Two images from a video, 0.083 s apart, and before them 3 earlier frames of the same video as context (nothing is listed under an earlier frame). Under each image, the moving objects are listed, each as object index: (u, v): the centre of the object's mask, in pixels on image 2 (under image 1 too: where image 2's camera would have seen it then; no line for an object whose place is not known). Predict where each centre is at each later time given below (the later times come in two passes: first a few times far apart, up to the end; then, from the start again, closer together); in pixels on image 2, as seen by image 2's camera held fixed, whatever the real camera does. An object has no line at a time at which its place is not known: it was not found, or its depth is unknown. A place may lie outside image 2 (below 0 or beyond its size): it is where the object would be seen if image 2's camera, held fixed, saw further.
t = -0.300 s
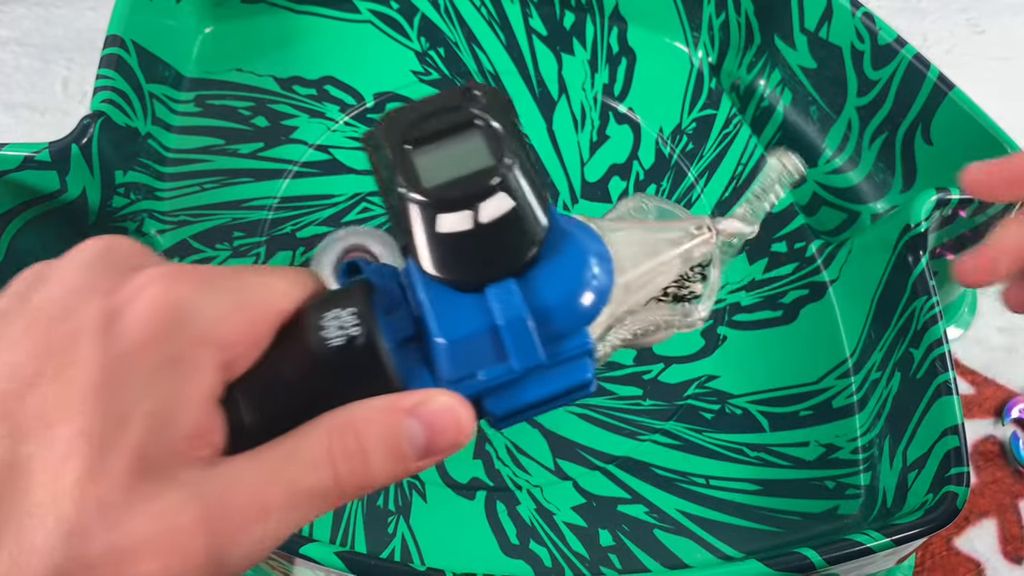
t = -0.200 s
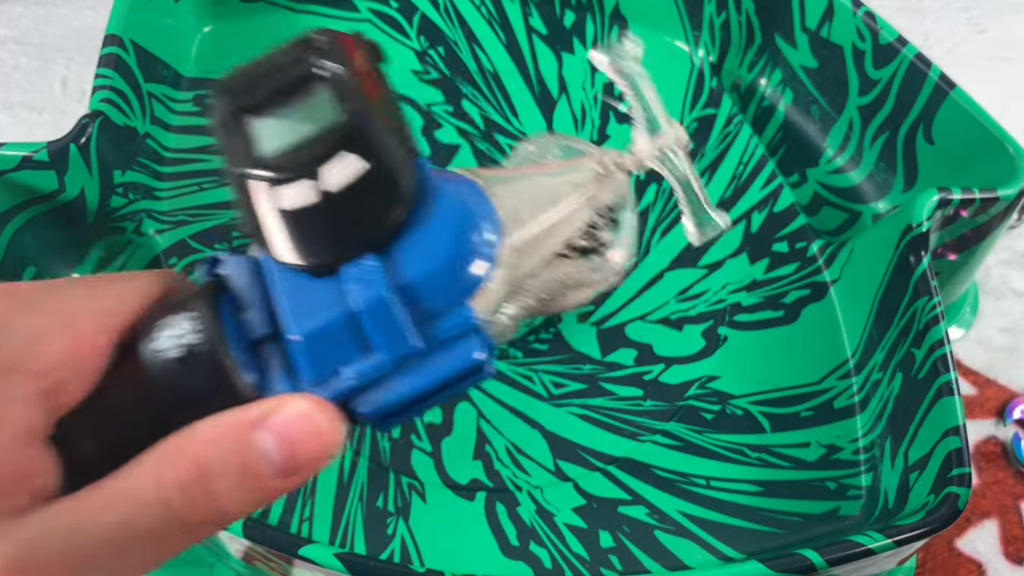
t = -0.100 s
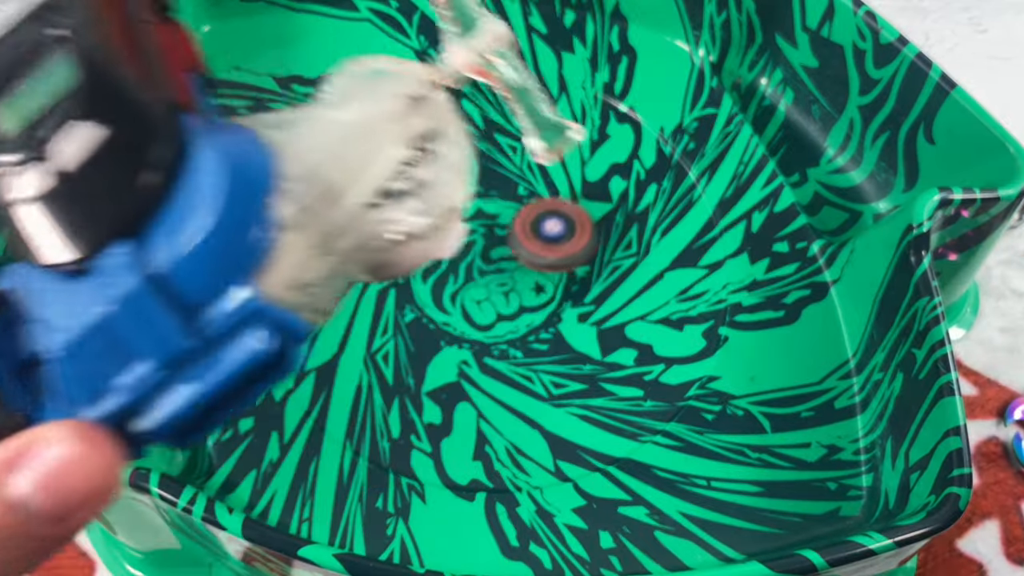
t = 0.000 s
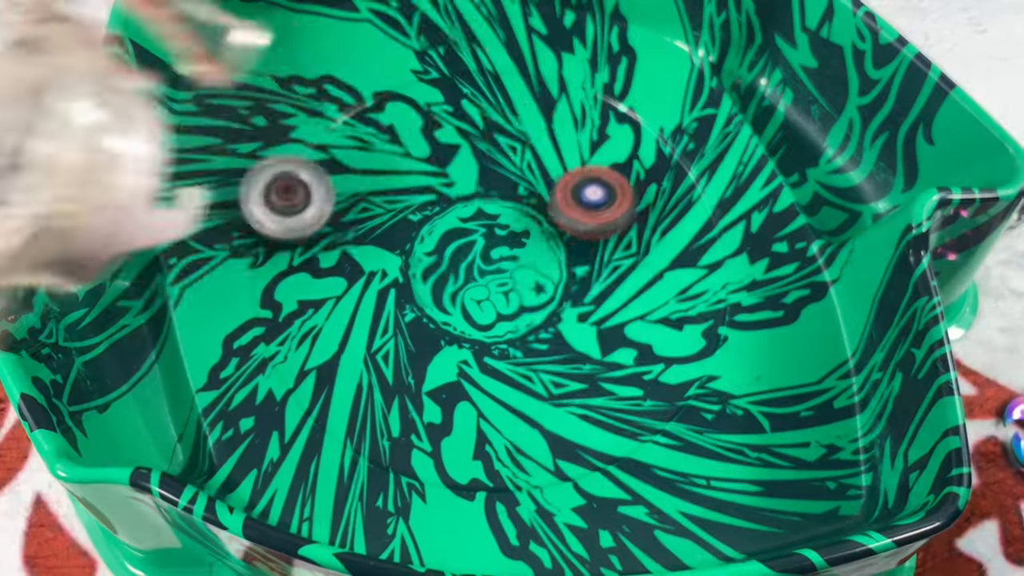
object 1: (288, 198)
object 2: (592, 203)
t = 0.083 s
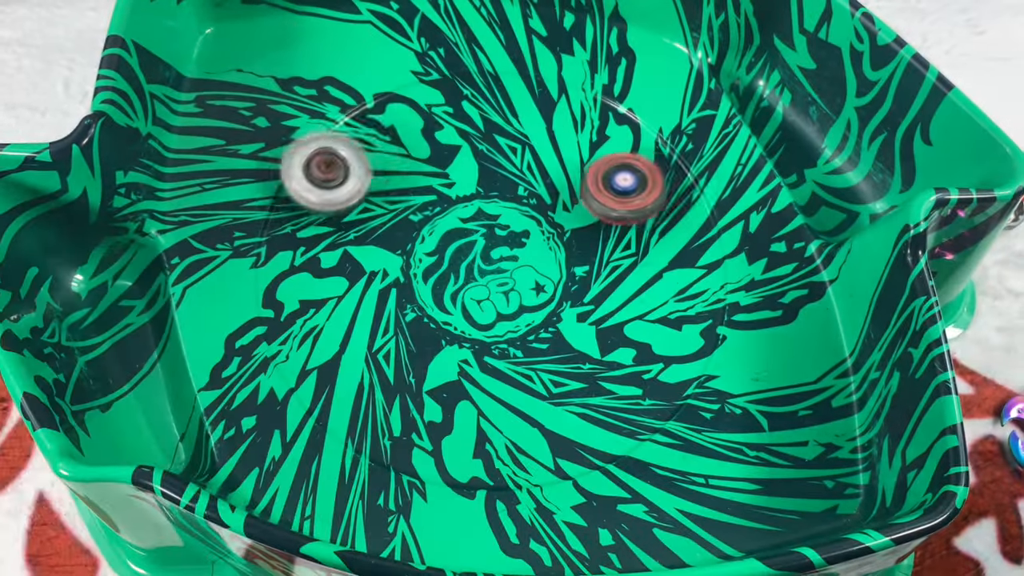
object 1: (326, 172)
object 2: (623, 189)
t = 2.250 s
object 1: (293, 301)
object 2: (343, 140)
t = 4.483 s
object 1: (382, 126)
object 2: (383, 211)
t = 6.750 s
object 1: (510, 301)
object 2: (417, 236)
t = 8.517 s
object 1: (393, 108)
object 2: (623, 312)
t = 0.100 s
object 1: (334, 167)
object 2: (629, 187)
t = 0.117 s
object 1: (340, 162)
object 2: (635, 187)
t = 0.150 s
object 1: (353, 154)
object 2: (647, 188)
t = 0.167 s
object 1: (358, 151)
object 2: (651, 189)
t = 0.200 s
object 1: (371, 147)
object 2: (660, 193)
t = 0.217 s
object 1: (378, 146)
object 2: (665, 196)
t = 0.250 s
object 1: (392, 147)
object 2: (673, 204)
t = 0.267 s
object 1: (399, 150)
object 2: (676, 208)
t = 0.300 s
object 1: (414, 159)
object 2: (682, 221)
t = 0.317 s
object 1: (421, 165)
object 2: (685, 227)
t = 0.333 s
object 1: (429, 171)
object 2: (688, 234)
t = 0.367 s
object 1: (441, 186)
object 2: (691, 250)
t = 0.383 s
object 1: (446, 194)
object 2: (692, 259)
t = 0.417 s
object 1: (455, 214)
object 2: (694, 279)
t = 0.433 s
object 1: (459, 224)
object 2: (694, 289)
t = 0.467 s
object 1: (464, 245)
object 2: (694, 312)
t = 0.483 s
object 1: (465, 256)
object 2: (692, 325)
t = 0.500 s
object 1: (467, 267)
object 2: (689, 338)
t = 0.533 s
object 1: (466, 291)
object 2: (679, 366)
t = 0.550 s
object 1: (464, 300)
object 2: (670, 379)
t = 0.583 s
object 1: (460, 321)
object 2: (646, 403)
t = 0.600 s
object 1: (456, 331)
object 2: (631, 414)
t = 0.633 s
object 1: (447, 350)
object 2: (597, 428)
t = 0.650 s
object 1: (442, 358)
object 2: (578, 433)
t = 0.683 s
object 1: (429, 373)
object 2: (535, 436)
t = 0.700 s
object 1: (422, 379)
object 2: (514, 434)
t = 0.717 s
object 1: (408, 382)
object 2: (499, 435)
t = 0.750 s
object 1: (365, 380)
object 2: (481, 433)
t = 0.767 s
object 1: (344, 377)
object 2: (472, 430)
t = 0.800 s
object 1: (306, 366)
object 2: (451, 419)
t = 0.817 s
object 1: (287, 359)
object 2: (441, 411)
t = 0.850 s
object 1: (265, 334)
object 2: (423, 391)
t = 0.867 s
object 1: (257, 322)
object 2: (414, 377)
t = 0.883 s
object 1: (249, 309)
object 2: (405, 363)
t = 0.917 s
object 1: (235, 283)
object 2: (392, 332)
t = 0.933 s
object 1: (230, 269)
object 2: (386, 313)
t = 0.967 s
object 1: (222, 242)
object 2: (379, 276)
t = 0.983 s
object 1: (220, 228)
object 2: (377, 258)
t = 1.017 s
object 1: (222, 201)
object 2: (377, 220)
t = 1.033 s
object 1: (226, 188)
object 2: (379, 202)
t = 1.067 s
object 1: (238, 162)
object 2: (387, 163)
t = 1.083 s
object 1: (246, 149)
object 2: (393, 145)
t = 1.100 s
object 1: (255, 139)
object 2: (400, 127)
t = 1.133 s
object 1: (277, 120)
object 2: (417, 95)
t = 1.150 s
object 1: (288, 112)
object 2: (427, 79)
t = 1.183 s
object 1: (314, 100)
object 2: (449, 53)
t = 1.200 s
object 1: (327, 95)
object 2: (463, 44)
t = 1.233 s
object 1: (355, 90)
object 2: (491, 36)
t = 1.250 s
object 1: (370, 91)
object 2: (507, 32)
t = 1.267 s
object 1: (386, 91)
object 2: (523, 30)
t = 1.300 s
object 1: (421, 94)
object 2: (553, 30)
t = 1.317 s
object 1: (439, 98)
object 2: (569, 31)
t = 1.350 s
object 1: (473, 107)
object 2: (602, 36)
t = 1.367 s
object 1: (490, 113)
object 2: (619, 42)
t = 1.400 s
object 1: (524, 129)
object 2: (654, 56)
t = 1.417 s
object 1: (539, 137)
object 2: (672, 64)
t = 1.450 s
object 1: (568, 156)
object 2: (708, 84)
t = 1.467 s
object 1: (581, 167)
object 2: (727, 95)
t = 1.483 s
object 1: (594, 178)
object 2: (742, 106)
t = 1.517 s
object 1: (617, 203)
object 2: (771, 137)
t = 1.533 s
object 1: (627, 216)
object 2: (784, 151)
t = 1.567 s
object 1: (645, 246)
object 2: (809, 185)
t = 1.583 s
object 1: (653, 262)
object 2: (820, 202)
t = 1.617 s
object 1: (662, 291)
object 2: (800, 173)
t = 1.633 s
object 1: (667, 309)
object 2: (790, 160)
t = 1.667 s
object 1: (673, 343)
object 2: (767, 144)
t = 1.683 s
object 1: (674, 360)
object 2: (754, 141)
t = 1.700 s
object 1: (673, 378)
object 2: (738, 140)
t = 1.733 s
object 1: (665, 411)
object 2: (709, 131)
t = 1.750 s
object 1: (656, 423)
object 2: (694, 130)
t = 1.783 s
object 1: (635, 449)
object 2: (664, 128)
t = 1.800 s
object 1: (627, 461)
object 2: (646, 130)
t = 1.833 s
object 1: (608, 484)
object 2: (616, 131)
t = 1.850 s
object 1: (596, 494)
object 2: (601, 132)
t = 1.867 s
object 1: (584, 502)
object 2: (585, 133)
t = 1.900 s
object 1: (554, 515)
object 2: (556, 135)
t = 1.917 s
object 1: (538, 518)
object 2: (541, 136)
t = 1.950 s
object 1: (500, 519)
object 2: (513, 139)
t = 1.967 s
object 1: (482, 515)
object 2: (500, 139)
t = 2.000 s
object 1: (443, 505)
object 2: (473, 141)
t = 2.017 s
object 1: (422, 498)
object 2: (461, 141)
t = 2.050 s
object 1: (386, 482)
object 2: (438, 141)
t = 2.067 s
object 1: (367, 472)
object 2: (427, 141)
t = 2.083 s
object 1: (351, 460)
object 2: (416, 142)
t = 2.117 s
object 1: (322, 433)
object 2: (396, 141)
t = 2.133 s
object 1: (312, 417)
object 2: (388, 141)
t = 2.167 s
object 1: (297, 385)
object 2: (371, 141)
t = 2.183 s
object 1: (292, 370)
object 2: (364, 140)
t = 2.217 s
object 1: (289, 335)
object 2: (353, 140)
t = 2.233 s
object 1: (290, 318)
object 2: (348, 140)
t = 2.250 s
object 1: (293, 301)
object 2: (343, 140)
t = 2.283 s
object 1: (304, 267)
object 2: (337, 139)
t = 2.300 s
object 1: (311, 250)
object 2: (335, 139)
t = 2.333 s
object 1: (330, 219)
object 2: (332, 137)
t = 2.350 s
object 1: (344, 217)
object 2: (329, 125)
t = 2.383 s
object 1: (375, 230)
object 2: (331, 84)
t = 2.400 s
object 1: (391, 235)
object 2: (333, 68)
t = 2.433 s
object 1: (424, 243)
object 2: (339, 45)
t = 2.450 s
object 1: (441, 245)
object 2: (341, 31)
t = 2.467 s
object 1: (458, 247)
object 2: (344, 23)
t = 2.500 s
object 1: (492, 254)
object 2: (361, 27)
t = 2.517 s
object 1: (509, 257)
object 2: (371, 32)
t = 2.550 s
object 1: (541, 266)
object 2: (395, 44)
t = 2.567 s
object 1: (555, 271)
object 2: (408, 54)
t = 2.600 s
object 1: (583, 281)
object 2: (434, 74)
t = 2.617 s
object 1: (595, 288)
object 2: (448, 86)
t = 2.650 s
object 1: (618, 302)
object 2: (472, 110)
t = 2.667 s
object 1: (628, 309)
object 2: (484, 122)
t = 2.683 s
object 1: (638, 318)
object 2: (495, 136)
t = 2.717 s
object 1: (654, 336)
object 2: (513, 164)
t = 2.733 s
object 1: (661, 347)
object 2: (522, 178)
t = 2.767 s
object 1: (671, 366)
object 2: (535, 210)
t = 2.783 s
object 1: (673, 377)
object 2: (541, 225)
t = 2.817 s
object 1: (674, 397)
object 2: (550, 259)
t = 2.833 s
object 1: (668, 403)
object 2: (552, 275)
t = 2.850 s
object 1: (660, 410)
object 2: (554, 292)
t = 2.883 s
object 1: (635, 416)
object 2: (555, 324)
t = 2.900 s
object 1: (621, 417)
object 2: (554, 341)
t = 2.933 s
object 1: (659, 463)
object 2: (500, 324)
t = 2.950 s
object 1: (696, 502)
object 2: (460, 305)
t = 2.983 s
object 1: (724, 459)
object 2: (384, 263)
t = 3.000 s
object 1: (734, 430)
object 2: (346, 248)
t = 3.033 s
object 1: (747, 386)
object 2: (281, 214)
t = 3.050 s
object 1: (750, 368)
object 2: (252, 198)
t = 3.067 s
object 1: (751, 352)
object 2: (223, 181)
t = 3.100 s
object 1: (759, 317)
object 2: (209, 139)
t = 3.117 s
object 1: (765, 297)
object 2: (242, 109)
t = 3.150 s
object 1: (768, 262)
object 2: (301, 66)
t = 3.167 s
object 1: (765, 248)
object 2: (328, 54)
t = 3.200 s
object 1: (758, 223)
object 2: (383, 27)
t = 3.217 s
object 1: (754, 209)
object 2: (409, 18)
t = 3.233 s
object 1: (748, 198)
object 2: (439, 16)
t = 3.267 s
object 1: (733, 178)
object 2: (499, 18)
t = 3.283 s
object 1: (724, 166)
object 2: (530, 21)
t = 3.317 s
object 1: (706, 149)
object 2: (589, 44)
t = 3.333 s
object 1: (695, 140)
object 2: (622, 62)
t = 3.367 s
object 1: (714, 151)
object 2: (647, 65)
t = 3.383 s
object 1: (734, 165)
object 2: (648, 62)
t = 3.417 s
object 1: (771, 200)
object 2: (650, 56)
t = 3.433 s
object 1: (787, 219)
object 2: (651, 56)
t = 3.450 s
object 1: (802, 246)
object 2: (651, 56)
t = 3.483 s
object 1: (773, 290)
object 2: (648, 62)
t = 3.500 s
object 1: (756, 313)
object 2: (647, 65)
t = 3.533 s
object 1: (719, 352)
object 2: (644, 80)
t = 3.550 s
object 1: (700, 370)
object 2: (642, 87)
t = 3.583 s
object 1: (656, 406)
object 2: (638, 106)
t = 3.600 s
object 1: (633, 419)
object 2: (635, 117)
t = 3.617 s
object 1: (608, 431)
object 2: (632, 126)
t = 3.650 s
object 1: (557, 451)
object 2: (626, 151)
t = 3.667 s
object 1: (531, 459)
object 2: (621, 162)
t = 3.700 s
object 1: (477, 467)
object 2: (613, 187)
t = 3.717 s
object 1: (451, 468)
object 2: (608, 198)
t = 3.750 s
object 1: (398, 461)
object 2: (597, 222)
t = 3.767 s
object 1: (372, 452)
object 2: (591, 233)
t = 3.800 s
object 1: (325, 426)
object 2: (578, 256)
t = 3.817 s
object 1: (306, 408)
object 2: (571, 267)
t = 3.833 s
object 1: (289, 390)
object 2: (564, 276)
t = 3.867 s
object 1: (261, 347)
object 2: (549, 296)
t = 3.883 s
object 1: (249, 324)
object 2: (542, 305)
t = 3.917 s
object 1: (233, 277)
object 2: (527, 321)
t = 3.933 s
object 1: (228, 255)
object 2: (520, 327)
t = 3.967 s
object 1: (220, 213)
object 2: (506, 338)
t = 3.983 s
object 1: (217, 194)
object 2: (499, 343)
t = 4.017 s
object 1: (214, 157)
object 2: (483, 349)
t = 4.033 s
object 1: (214, 141)
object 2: (476, 350)
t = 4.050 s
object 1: (214, 126)
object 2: (468, 351)
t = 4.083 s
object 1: (214, 97)
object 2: (453, 349)
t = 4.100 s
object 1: (214, 84)
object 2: (445, 348)
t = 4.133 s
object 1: (218, 59)
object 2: (430, 342)
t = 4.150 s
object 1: (222, 48)
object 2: (422, 338)
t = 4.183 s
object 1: (232, 33)
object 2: (411, 331)
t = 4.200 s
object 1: (243, 34)
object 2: (406, 326)
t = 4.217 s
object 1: (254, 37)
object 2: (401, 321)
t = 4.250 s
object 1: (275, 43)
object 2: (392, 310)
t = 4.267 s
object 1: (285, 47)
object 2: (388, 303)
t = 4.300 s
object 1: (303, 56)
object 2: (382, 290)
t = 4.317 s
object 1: (312, 60)
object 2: (379, 282)
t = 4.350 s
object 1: (327, 71)
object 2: (376, 267)
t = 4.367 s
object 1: (335, 77)
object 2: (375, 259)
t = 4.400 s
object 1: (349, 88)
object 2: (374, 245)
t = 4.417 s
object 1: (355, 94)
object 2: (375, 237)
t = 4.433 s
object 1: (362, 103)
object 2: (376, 231)
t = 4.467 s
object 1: (375, 119)
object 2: (380, 216)
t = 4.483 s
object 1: (382, 126)
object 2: (383, 211)
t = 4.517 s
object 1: (389, 110)
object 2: (394, 228)
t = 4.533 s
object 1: (391, 102)
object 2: (402, 240)
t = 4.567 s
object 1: (396, 90)
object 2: (416, 258)
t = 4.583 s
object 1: (397, 84)
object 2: (423, 266)
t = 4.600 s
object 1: (399, 79)
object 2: (432, 274)
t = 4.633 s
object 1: (408, 75)
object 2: (448, 289)
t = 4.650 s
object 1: (413, 77)
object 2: (457, 297)
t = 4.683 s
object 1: (425, 80)
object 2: (473, 308)
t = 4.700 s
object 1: (430, 83)
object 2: (481, 313)
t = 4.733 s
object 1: (438, 91)
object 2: (496, 321)
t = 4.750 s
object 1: (442, 96)
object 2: (502, 325)
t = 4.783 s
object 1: (449, 108)
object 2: (513, 332)
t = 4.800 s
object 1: (452, 115)
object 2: (517, 335)
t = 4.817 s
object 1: (454, 122)
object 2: (522, 337)
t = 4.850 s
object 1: (456, 139)
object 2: (527, 341)
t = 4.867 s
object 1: (457, 147)
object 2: (530, 343)
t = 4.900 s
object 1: (456, 165)
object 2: (533, 347)
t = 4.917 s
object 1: (456, 174)
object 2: (534, 349)
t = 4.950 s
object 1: (453, 191)
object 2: (536, 351)
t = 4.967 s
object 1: (451, 200)
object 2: (536, 352)
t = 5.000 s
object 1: (447, 218)
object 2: (536, 352)
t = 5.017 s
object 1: (444, 227)
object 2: (536, 351)
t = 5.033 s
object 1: (441, 236)
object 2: (535, 350)
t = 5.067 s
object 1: (433, 252)
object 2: (533, 346)
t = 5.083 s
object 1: (429, 260)
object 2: (532, 344)
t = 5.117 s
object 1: (419, 275)
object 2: (529, 338)
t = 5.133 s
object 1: (414, 282)
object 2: (528, 335)
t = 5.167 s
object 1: (403, 296)
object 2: (524, 329)
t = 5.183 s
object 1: (396, 302)
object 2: (522, 325)
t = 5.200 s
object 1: (390, 307)
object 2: (520, 322)
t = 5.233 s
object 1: (377, 317)
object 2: (516, 315)
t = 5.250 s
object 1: (371, 322)
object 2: (515, 312)
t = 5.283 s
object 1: (357, 330)
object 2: (511, 305)
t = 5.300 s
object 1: (350, 333)
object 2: (509, 302)
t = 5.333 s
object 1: (338, 339)
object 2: (506, 294)
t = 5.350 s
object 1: (331, 341)
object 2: (505, 291)
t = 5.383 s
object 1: (319, 344)
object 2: (506, 283)
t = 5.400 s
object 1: (314, 344)
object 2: (505, 279)
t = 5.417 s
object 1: (309, 345)
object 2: (506, 275)
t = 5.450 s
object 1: (299, 343)
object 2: (507, 267)
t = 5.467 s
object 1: (295, 342)
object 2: (508, 263)
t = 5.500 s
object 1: (289, 336)
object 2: (511, 256)
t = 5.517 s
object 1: (287, 333)
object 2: (512, 252)
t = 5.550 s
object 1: (285, 324)
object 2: (516, 244)
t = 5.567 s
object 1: (286, 318)
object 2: (518, 240)
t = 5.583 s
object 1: (288, 312)
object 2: (520, 237)
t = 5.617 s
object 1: (295, 300)
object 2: (523, 229)
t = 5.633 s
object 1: (301, 295)
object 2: (525, 226)
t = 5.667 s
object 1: (316, 284)
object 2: (529, 220)
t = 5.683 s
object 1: (324, 279)
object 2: (531, 217)
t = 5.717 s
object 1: (344, 272)
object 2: (535, 212)
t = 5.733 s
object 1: (355, 269)
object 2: (536, 209)
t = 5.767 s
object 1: (377, 265)
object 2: (539, 205)
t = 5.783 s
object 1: (388, 263)
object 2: (541, 202)
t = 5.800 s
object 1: (400, 262)
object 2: (542, 201)
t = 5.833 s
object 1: (422, 260)
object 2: (544, 197)
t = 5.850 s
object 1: (433, 261)
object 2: (545, 196)
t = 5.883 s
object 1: (457, 261)
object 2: (545, 194)
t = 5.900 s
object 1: (468, 263)
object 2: (545, 194)
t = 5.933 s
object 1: (490, 266)
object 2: (545, 194)
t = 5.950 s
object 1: (501, 268)
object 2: (544, 194)
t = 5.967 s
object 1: (512, 271)
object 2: (543, 195)
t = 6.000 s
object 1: (532, 277)
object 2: (541, 197)
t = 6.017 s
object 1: (542, 280)
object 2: (540, 199)
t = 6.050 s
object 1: (560, 287)
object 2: (537, 202)
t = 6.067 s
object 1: (568, 291)
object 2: (536, 203)
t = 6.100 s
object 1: (585, 300)
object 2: (533, 208)
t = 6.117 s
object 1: (593, 304)
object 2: (531, 210)
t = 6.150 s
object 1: (607, 314)
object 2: (528, 214)
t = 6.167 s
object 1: (615, 319)
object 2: (525, 217)
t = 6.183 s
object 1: (621, 324)
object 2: (523, 218)
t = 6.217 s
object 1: (634, 335)
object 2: (518, 222)
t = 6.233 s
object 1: (639, 341)
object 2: (515, 223)
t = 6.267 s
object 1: (649, 352)
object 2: (509, 226)
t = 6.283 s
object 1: (652, 358)
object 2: (506, 227)
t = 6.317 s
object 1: (659, 370)
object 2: (499, 229)
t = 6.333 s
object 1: (661, 376)
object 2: (495, 230)
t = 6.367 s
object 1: (662, 388)
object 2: (488, 232)
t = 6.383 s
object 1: (662, 395)
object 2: (484, 232)
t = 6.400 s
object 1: (660, 400)
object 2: (481, 233)
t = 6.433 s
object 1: (652, 409)
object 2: (473, 233)
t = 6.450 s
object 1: (645, 413)
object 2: (469, 233)
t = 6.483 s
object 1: (628, 415)
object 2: (461, 234)
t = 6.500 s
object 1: (618, 415)
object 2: (457, 234)
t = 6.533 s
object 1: (599, 410)
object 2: (450, 234)
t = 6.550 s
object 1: (588, 405)
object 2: (446, 233)
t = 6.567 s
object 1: (578, 400)
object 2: (443, 234)
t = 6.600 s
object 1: (560, 385)
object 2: (436, 234)
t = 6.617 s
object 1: (552, 377)
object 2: (433, 234)
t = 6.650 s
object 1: (538, 359)
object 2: (428, 234)
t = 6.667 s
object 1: (532, 350)
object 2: (426, 234)
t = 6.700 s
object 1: (521, 331)
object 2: (420, 234)
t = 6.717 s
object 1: (517, 322)
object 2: (419, 235)
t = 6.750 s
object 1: (510, 301)
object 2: (417, 236)
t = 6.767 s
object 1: (507, 291)
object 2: (416, 237)
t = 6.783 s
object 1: (505, 281)
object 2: (416, 237)
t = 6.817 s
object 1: (502, 261)
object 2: (415, 238)
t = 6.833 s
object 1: (507, 253)
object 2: (410, 238)
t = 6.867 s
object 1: (519, 236)
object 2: (397, 237)
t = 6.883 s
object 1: (524, 228)
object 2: (392, 237)
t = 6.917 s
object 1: (534, 213)
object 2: (383, 236)
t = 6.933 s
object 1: (539, 206)
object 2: (379, 236)
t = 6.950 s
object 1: (544, 199)
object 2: (376, 236)
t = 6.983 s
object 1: (554, 186)
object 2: (372, 236)
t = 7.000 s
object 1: (559, 180)
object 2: (371, 237)
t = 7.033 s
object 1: (570, 169)
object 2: (370, 238)
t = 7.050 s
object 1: (576, 164)
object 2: (370, 238)
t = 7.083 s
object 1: (587, 156)
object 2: (372, 240)
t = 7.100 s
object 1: (593, 151)
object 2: (374, 240)
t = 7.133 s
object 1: (603, 145)
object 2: (378, 241)
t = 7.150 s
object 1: (609, 142)
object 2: (381, 242)
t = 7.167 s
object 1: (614, 139)
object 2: (384, 243)
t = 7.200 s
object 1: (624, 136)
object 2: (391, 244)
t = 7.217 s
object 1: (630, 136)
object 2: (396, 245)
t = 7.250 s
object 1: (640, 136)
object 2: (403, 247)
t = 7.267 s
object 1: (644, 137)
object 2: (407, 249)
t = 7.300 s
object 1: (652, 141)
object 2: (415, 251)
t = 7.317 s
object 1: (655, 145)
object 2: (419, 253)
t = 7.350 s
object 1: (660, 154)
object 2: (427, 257)
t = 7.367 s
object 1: (660, 160)
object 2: (431, 259)
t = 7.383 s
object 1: (660, 166)
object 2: (435, 261)
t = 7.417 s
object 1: (654, 180)
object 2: (443, 267)
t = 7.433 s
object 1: (650, 187)
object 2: (447, 270)
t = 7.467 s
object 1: (639, 200)
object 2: (456, 276)
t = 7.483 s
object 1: (632, 206)
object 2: (460, 279)
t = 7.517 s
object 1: (615, 218)
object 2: (469, 285)
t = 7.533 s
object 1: (606, 223)
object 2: (474, 289)
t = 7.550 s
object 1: (597, 227)
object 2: (477, 292)
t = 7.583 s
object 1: (577, 234)
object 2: (485, 299)
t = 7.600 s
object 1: (567, 237)
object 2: (489, 302)
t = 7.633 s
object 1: (549, 237)
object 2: (495, 313)
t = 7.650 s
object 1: (545, 228)
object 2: (491, 325)
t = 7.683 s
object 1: (535, 213)
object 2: (486, 348)
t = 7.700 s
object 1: (528, 207)
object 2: (483, 359)
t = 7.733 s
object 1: (517, 196)
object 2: (478, 377)
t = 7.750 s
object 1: (511, 190)
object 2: (477, 385)
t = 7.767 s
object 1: (506, 185)
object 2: (475, 392)
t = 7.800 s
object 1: (496, 175)
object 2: (472, 403)
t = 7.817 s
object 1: (491, 170)
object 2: (471, 406)
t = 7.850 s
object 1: (483, 160)
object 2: (469, 410)
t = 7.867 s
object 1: (480, 156)
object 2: (469, 410)
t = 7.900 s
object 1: (473, 146)
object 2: (467, 408)
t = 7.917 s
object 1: (470, 142)
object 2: (467, 406)
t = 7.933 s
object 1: (467, 137)
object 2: (466, 404)
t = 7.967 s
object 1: (463, 129)
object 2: (466, 396)
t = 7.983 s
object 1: (461, 125)
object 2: (465, 392)
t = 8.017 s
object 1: (458, 118)
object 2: (466, 382)
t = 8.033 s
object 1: (457, 115)
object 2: (466, 377)
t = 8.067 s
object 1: (456, 110)
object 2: (466, 366)
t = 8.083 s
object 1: (456, 108)
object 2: (467, 360)
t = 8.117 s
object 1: (457, 105)
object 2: (468, 349)
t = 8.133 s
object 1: (458, 104)
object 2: (468, 343)
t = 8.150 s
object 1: (459, 104)
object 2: (469, 336)
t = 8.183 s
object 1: (461, 104)
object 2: (470, 324)
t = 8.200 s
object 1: (463, 105)
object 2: (471, 319)
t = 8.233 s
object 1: (466, 110)
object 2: (475, 307)
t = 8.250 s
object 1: (468, 113)
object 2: (476, 300)
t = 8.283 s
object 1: (472, 122)
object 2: (482, 287)
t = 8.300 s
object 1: (473, 127)
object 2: (485, 280)
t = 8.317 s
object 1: (474, 132)
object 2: (488, 273)
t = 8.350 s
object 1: (475, 145)
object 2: (495, 260)
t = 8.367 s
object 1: (475, 152)
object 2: (500, 253)
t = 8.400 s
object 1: (474, 166)
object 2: (508, 240)
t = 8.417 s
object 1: (461, 157)
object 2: (524, 249)
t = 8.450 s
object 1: (435, 137)
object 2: (560, 270)
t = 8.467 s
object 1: (423, 127)
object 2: (577, 283)
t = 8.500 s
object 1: (402, 113)
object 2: (607, 302)
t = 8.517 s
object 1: (393, 108)
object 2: (623, 312)
